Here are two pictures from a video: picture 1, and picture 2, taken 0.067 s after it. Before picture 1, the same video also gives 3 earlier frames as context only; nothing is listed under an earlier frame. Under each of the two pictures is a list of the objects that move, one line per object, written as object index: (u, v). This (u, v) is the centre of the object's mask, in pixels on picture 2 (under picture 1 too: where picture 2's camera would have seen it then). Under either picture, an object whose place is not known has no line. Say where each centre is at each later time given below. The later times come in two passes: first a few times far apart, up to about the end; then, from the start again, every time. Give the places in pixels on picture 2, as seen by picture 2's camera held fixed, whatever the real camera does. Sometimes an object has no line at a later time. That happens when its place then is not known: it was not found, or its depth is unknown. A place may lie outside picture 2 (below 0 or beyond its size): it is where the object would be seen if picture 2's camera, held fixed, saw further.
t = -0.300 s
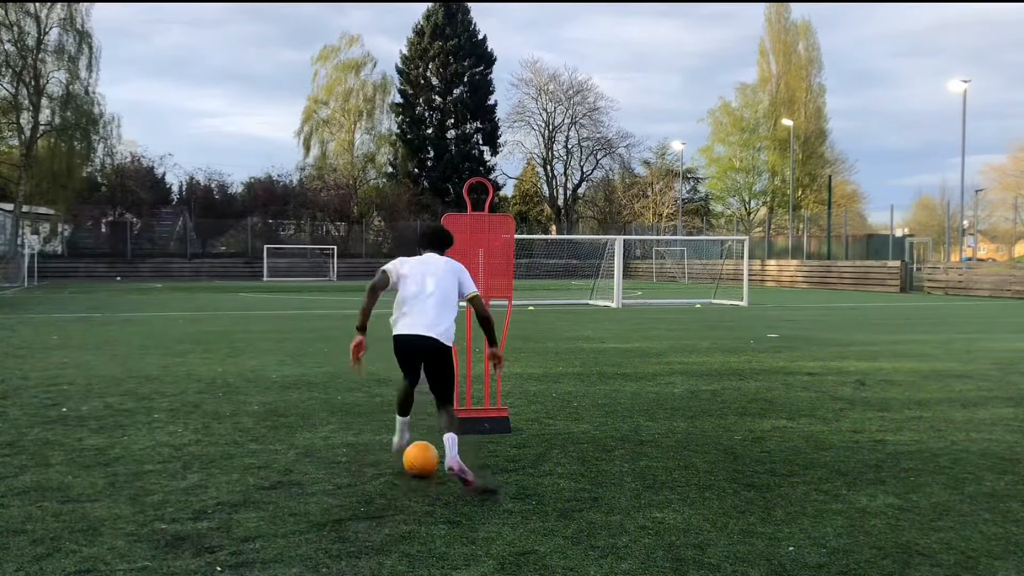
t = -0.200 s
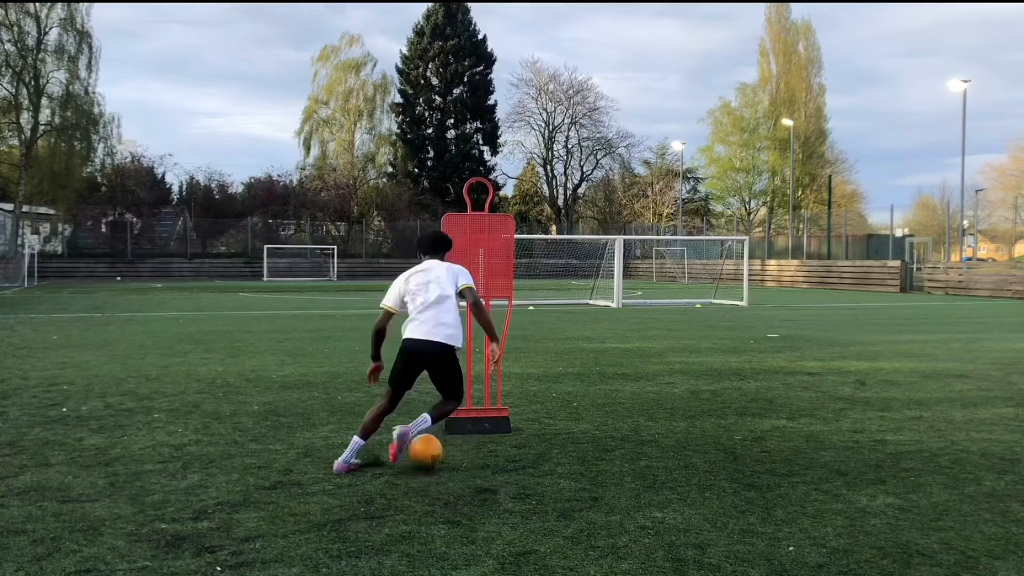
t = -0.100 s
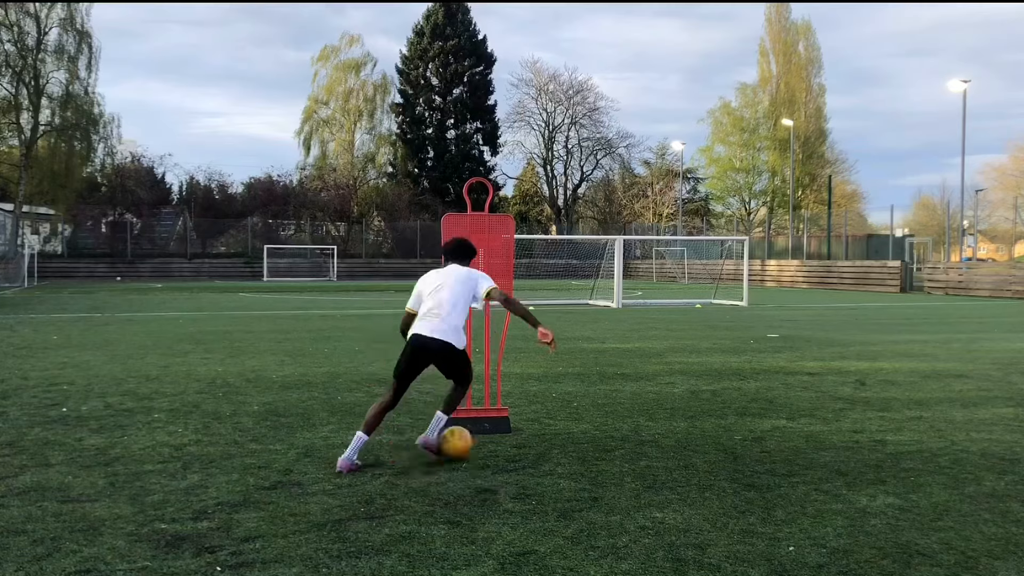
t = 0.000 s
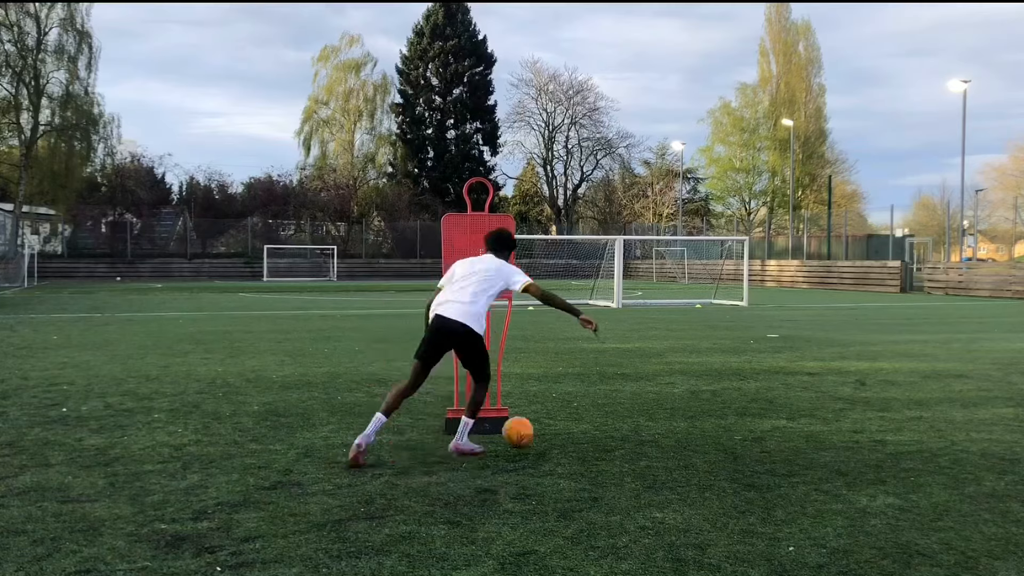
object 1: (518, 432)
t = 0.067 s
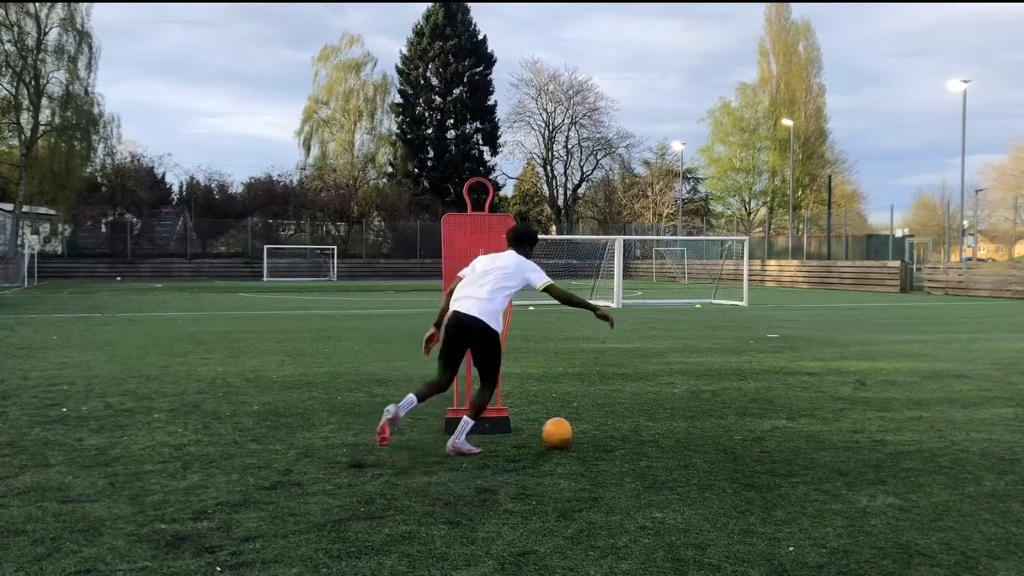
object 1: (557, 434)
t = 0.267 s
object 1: (637, 422)
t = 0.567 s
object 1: (721, 411)
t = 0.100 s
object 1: (572, 430)
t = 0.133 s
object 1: (587, 426)
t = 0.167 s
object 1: (600, 423)
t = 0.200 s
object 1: (614, 424)
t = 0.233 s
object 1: (627, 425)
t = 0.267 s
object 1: (637, 422)
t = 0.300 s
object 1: (647, 420)
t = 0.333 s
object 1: (658, 420)
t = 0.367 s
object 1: (668, 419)
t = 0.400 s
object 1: (677, 417)
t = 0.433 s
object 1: (686, 415)
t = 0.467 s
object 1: (695, 415)
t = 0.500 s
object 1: (704, 413)
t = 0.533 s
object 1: (713, 412)
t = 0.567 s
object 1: (721, 411)
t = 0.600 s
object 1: (730, 410)
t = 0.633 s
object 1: (738, 409)
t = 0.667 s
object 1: (746, 408)
